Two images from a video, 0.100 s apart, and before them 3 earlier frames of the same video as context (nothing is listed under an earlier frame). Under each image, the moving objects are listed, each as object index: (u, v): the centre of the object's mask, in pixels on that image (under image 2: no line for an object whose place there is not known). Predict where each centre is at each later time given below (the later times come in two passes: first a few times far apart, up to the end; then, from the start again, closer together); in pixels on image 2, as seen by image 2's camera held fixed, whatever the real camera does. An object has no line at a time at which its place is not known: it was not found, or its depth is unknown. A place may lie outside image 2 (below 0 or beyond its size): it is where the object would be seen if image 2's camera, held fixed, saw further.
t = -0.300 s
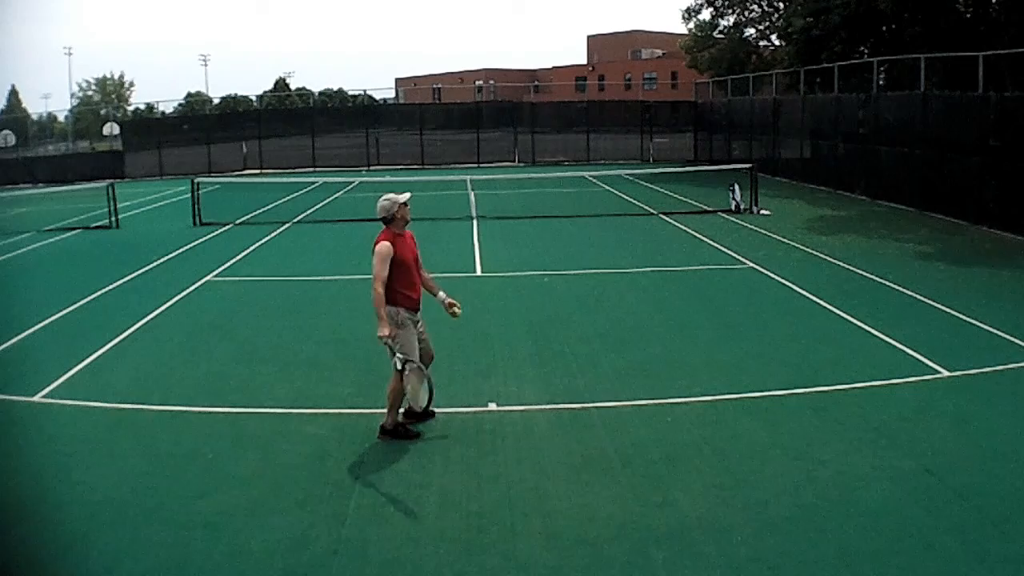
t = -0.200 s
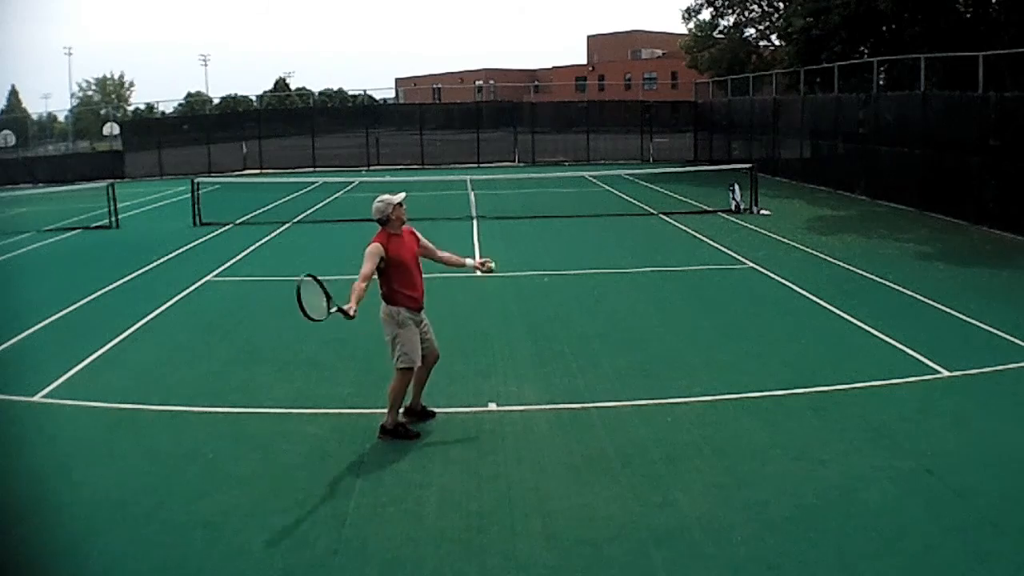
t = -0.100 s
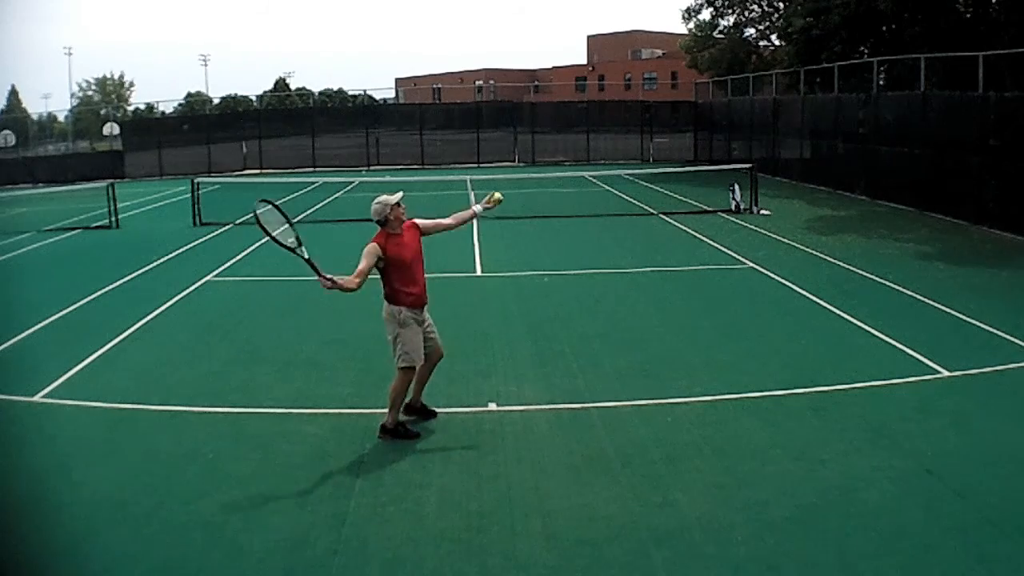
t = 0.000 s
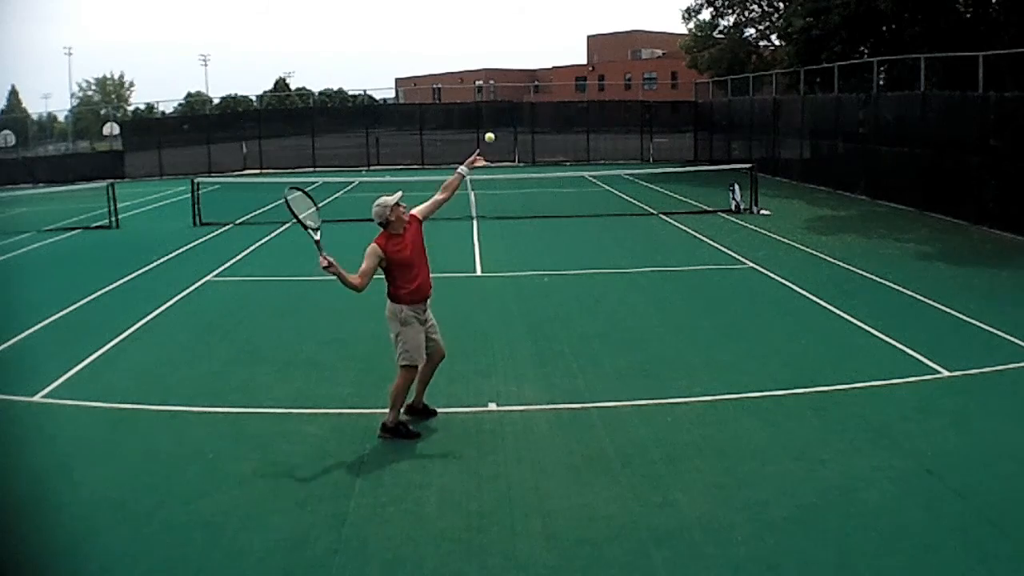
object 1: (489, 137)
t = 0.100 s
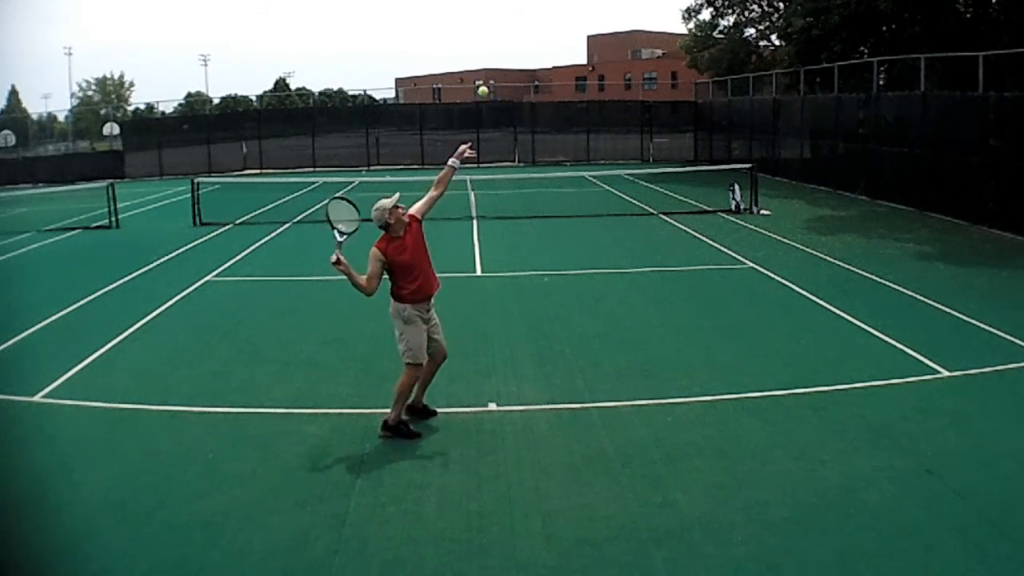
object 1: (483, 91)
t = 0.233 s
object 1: (474, 51)
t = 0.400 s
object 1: (464, 34)
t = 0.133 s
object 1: (480, 79)
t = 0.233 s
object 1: (474, 51)
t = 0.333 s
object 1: (468, 36)
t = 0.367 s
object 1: (466, 34)
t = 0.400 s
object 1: (464, 34)
